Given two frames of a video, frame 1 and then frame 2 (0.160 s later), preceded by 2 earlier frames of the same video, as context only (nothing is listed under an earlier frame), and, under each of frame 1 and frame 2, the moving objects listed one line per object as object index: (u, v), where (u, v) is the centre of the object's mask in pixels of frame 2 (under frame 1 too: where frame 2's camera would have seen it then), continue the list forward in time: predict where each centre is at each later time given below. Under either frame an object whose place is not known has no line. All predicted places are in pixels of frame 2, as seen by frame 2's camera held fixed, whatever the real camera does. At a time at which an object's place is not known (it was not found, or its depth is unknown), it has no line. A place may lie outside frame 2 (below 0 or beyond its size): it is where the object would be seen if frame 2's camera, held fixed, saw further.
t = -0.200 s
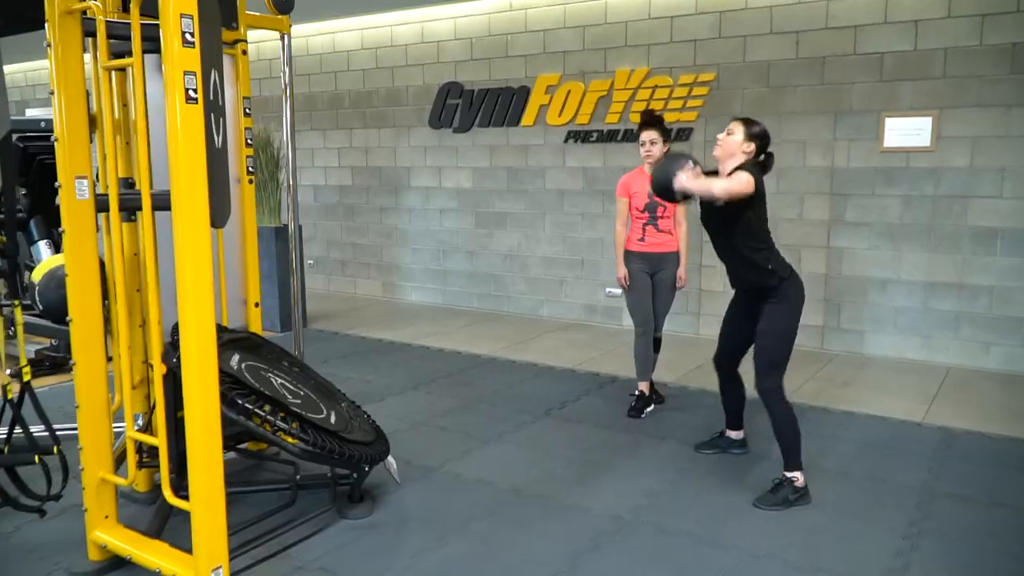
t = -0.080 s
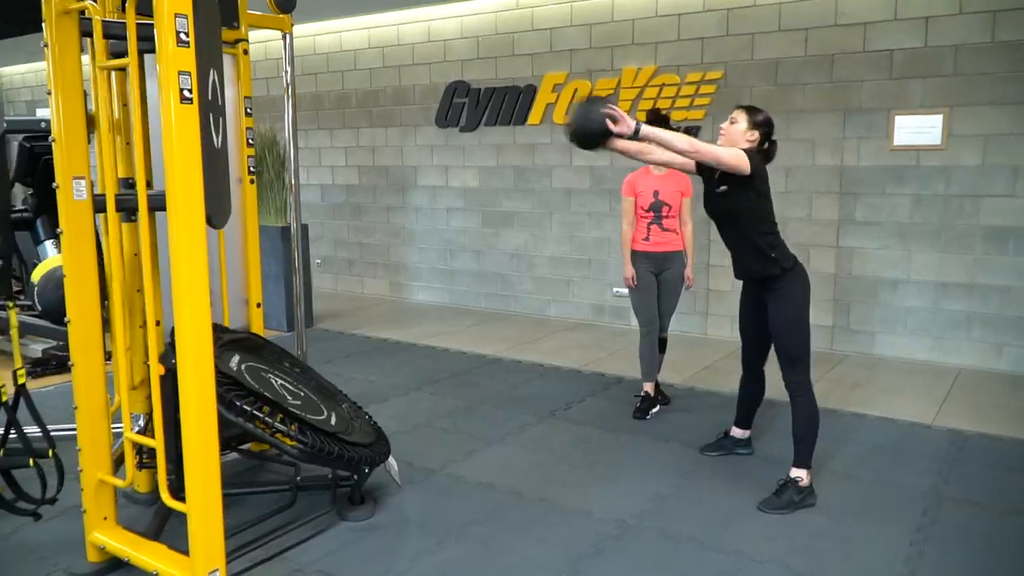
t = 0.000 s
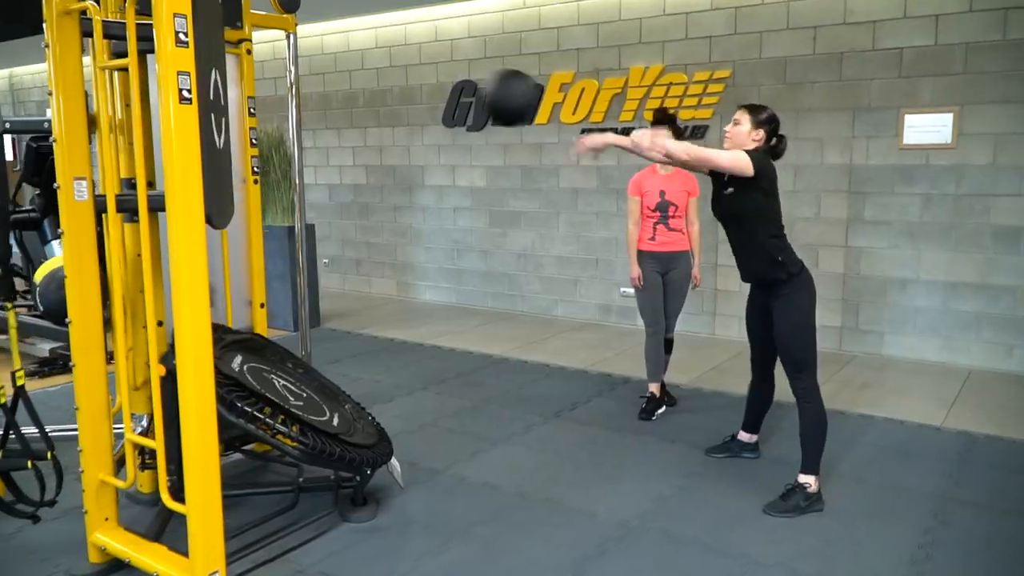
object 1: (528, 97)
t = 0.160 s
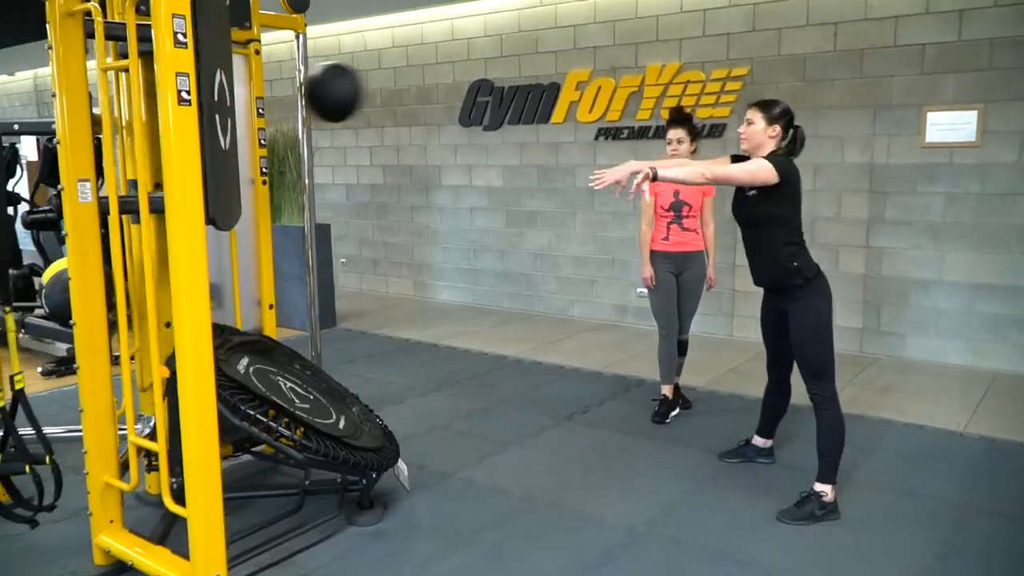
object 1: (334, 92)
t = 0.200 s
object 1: (285, 101)
